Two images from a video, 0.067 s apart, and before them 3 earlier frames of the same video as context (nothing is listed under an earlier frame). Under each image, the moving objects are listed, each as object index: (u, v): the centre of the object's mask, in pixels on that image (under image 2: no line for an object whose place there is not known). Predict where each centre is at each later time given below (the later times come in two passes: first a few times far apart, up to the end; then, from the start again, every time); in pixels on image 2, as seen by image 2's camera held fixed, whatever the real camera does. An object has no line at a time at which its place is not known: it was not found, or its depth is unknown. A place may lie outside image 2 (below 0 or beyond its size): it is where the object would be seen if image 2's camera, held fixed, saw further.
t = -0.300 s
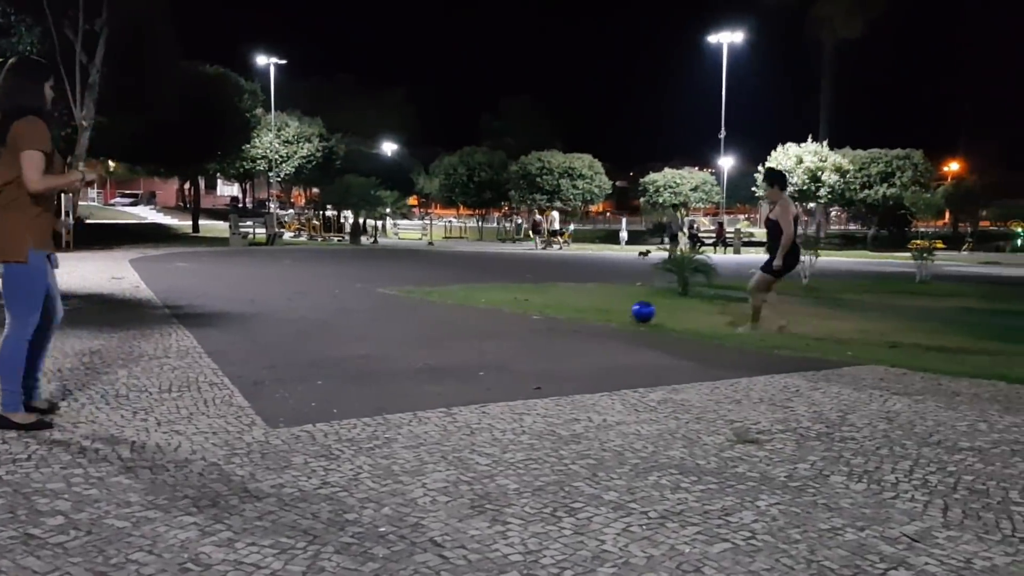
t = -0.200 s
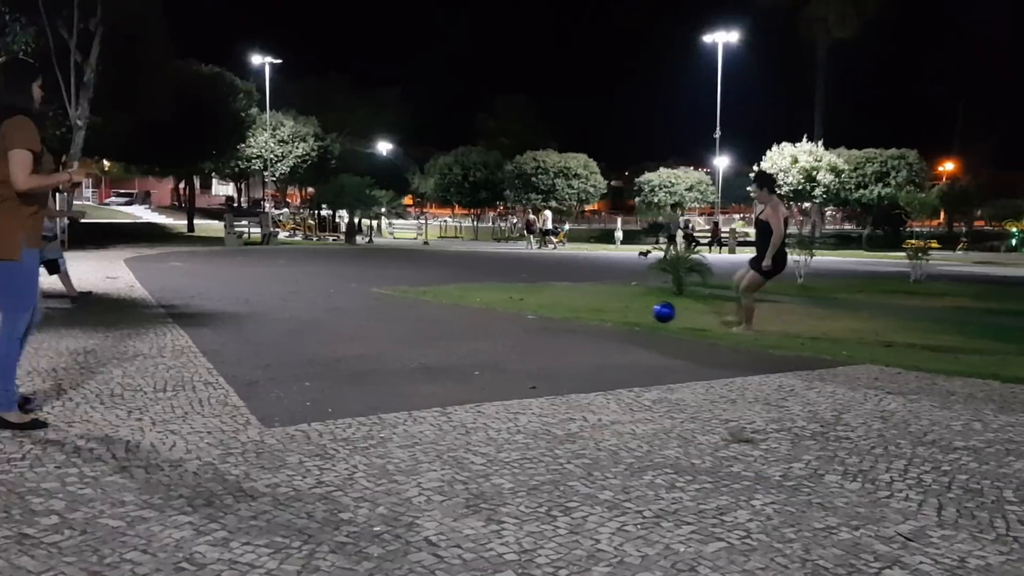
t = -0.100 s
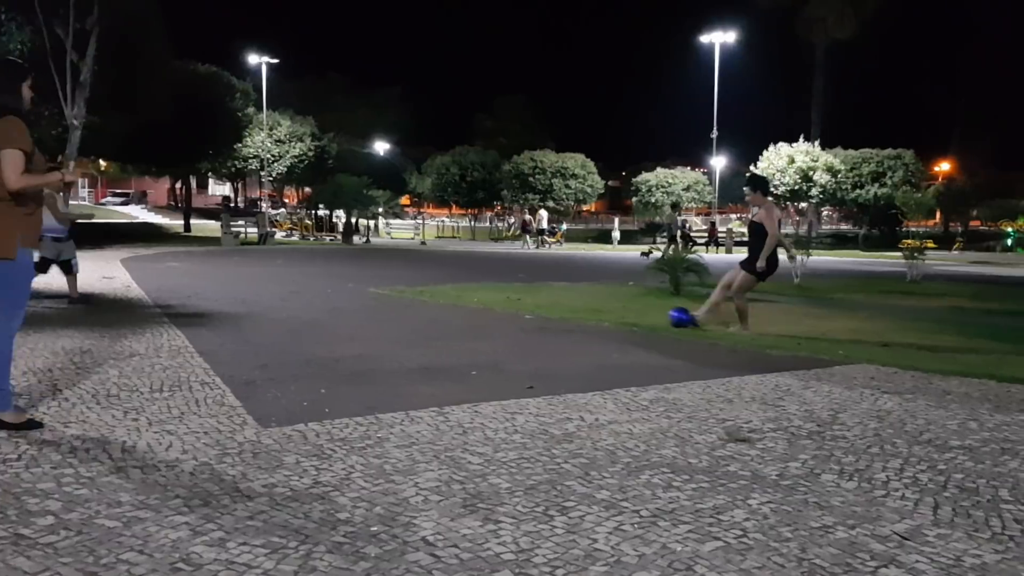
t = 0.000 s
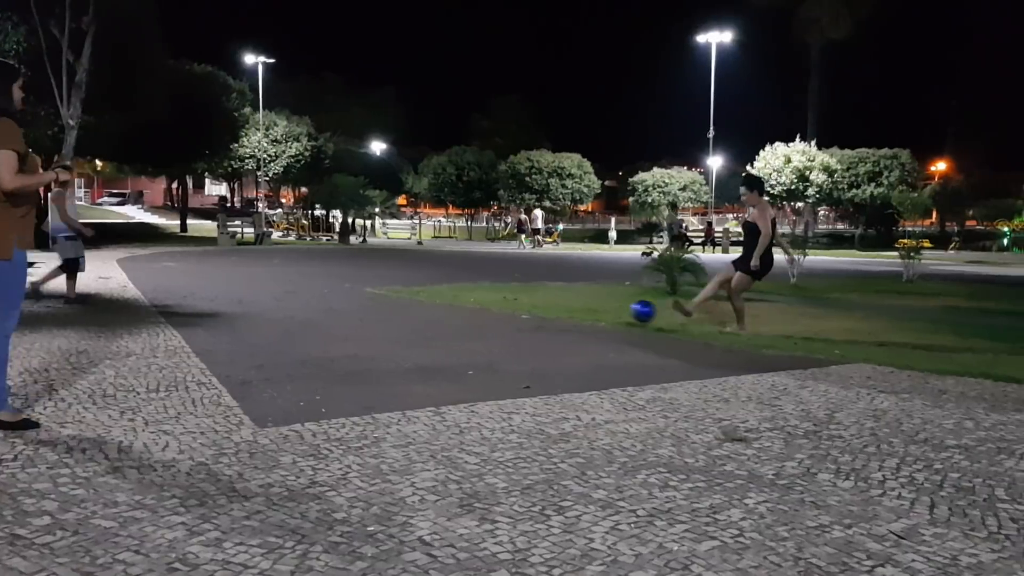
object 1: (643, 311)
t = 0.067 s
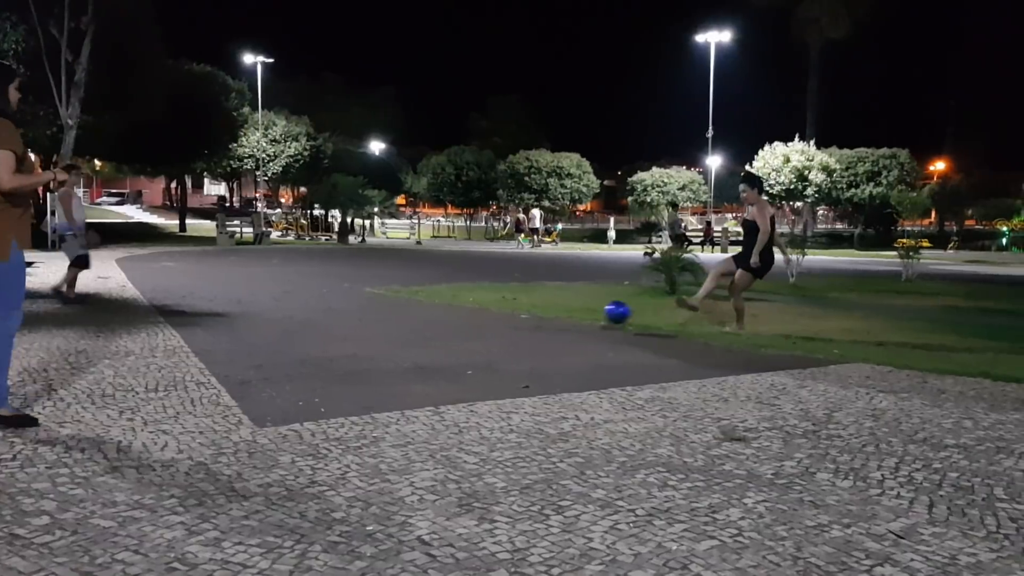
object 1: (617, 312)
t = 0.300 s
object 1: (535, 320)
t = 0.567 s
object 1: (452, 332)
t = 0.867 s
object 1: (360, 348)
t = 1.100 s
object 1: (279, 363)
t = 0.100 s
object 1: (604, 315)
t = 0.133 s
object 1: (591, 320)
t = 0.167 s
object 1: (578, 325)
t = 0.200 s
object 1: (567, 324)
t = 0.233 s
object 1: (557, 321)
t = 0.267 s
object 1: (546, 320)
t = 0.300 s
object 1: (535, 320)
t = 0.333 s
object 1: (524, 321)
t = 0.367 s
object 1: (513, 324)
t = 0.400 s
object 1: (501, 327)
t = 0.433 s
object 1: (489, 333)
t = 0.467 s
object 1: (479, 335)
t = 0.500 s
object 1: (471, 332)
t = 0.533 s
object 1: (461, 331)
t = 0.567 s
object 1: (452, 332)
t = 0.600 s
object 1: (442, 334)
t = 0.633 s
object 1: (433, 337)
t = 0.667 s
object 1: (422, 343)
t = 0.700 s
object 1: (413, 342)
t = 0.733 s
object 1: (403, 340)
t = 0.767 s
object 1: (393, 340)
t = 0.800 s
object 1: (382, 341)
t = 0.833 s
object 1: (371, 344)
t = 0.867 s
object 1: (360, 348)
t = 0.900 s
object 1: (350, 353)
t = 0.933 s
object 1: (338, 351)
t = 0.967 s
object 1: (327, 350)
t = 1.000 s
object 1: (315, 351)
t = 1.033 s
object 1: (303, 352)
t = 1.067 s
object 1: (291, 357)
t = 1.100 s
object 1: (279, 363)
